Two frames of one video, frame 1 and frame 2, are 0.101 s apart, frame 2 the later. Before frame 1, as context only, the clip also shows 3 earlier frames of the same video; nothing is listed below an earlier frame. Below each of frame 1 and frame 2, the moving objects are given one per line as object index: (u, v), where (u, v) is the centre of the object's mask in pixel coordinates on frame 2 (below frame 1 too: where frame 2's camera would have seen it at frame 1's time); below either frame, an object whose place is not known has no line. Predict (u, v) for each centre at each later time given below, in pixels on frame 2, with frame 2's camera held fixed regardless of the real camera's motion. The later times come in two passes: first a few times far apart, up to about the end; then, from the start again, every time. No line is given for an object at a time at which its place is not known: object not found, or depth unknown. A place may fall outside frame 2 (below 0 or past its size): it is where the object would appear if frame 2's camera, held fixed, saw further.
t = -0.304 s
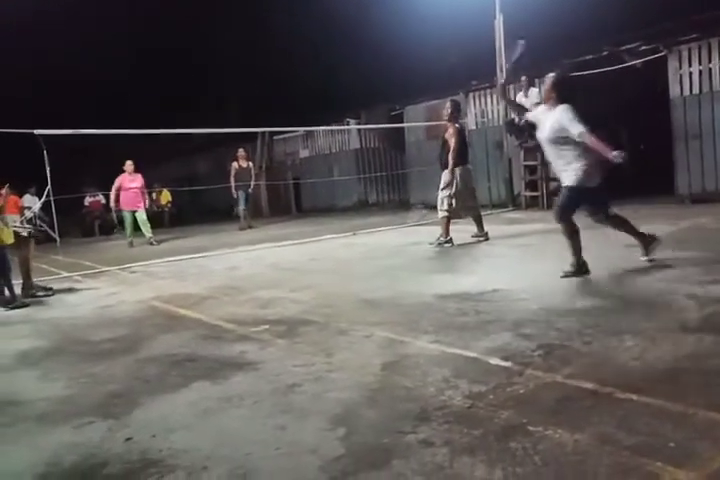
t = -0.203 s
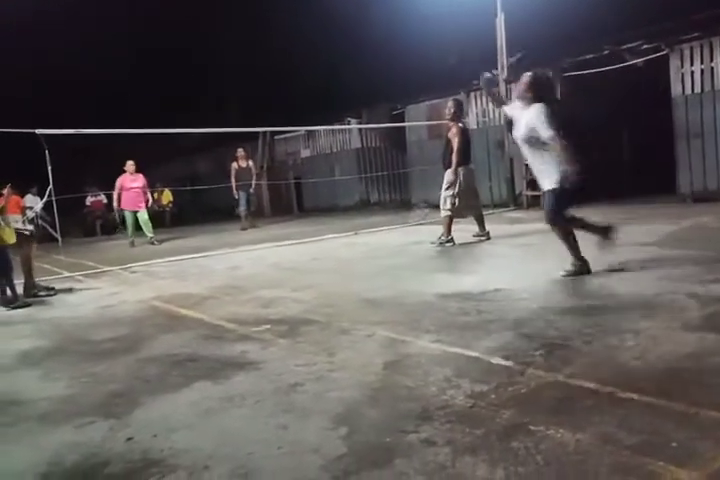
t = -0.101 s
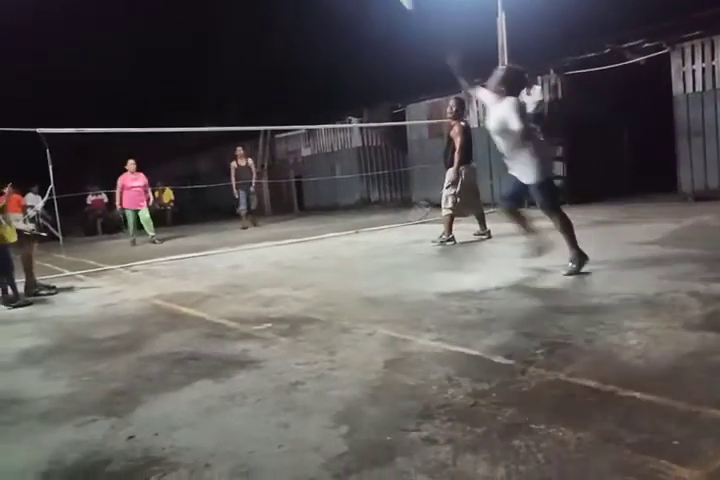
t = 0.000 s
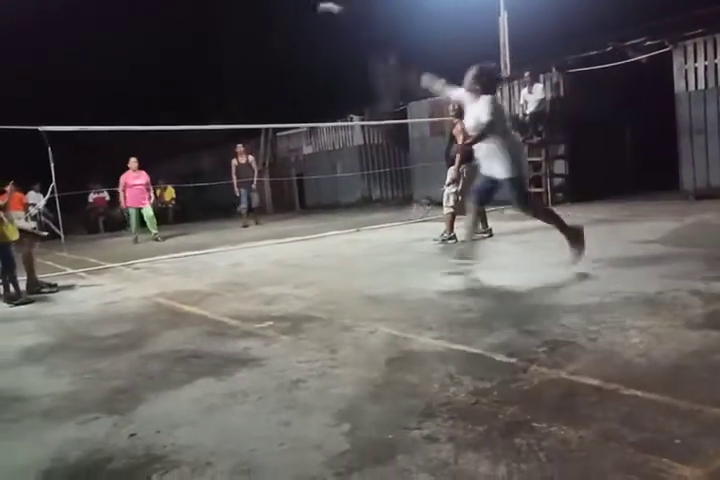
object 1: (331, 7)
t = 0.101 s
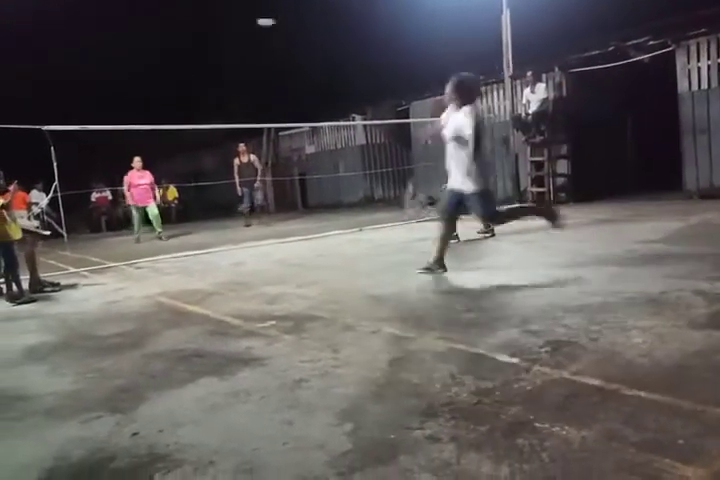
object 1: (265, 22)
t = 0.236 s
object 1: (223, 44)
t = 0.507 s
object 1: (181, 103)
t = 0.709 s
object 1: (167, 155)
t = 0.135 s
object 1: (252, 23)
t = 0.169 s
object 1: (241, 30)
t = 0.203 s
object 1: (232, 37)
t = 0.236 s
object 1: (223, 44)
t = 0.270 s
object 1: (214, 51)
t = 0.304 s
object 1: (206, 57)
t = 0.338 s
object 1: (199, 63)
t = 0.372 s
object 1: (194, 70)
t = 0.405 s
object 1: (190, 77)
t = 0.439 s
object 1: (186, 85)
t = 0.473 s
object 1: (183, 93)
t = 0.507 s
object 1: (181, 103)
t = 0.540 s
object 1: (178, 112)
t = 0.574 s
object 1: (176, 121)
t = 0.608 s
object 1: (174, 129)
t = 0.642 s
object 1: (172, 139)
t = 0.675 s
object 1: (169, 148)
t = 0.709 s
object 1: (167, 155)
